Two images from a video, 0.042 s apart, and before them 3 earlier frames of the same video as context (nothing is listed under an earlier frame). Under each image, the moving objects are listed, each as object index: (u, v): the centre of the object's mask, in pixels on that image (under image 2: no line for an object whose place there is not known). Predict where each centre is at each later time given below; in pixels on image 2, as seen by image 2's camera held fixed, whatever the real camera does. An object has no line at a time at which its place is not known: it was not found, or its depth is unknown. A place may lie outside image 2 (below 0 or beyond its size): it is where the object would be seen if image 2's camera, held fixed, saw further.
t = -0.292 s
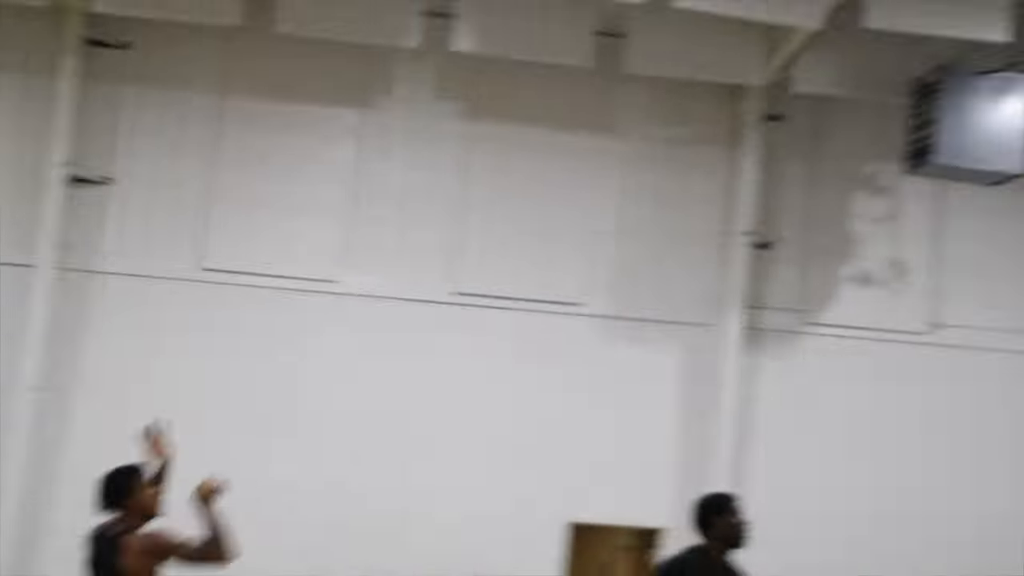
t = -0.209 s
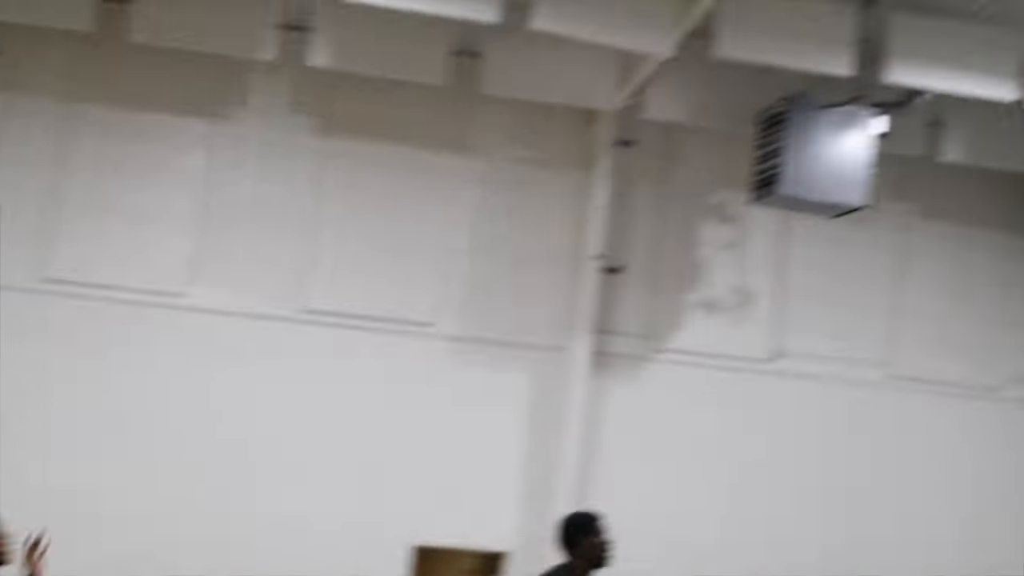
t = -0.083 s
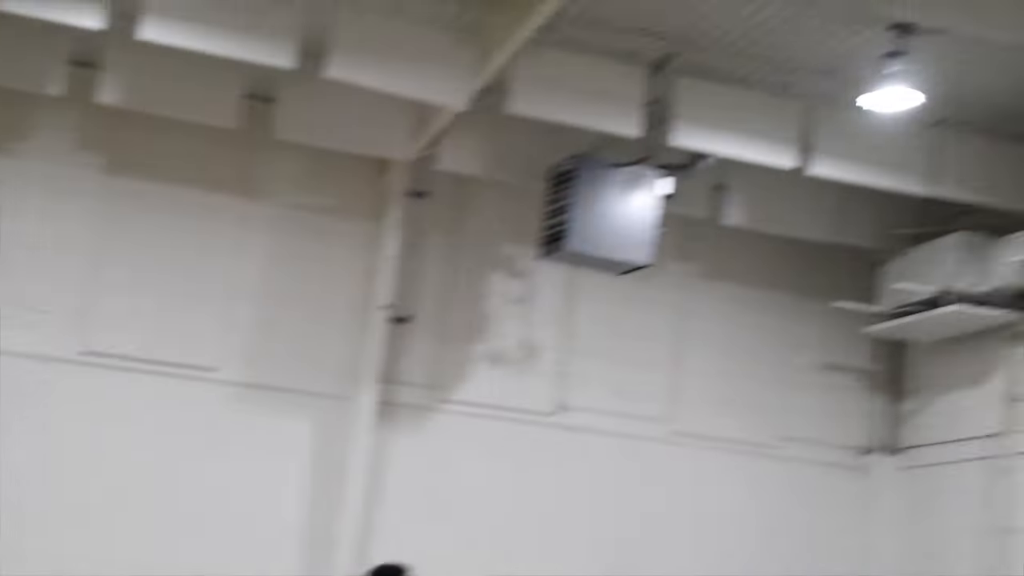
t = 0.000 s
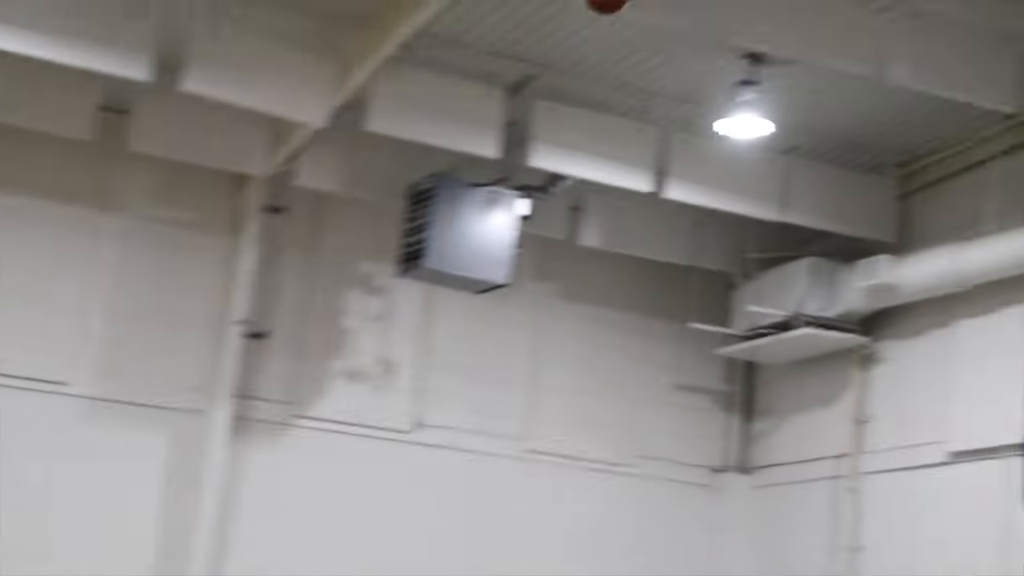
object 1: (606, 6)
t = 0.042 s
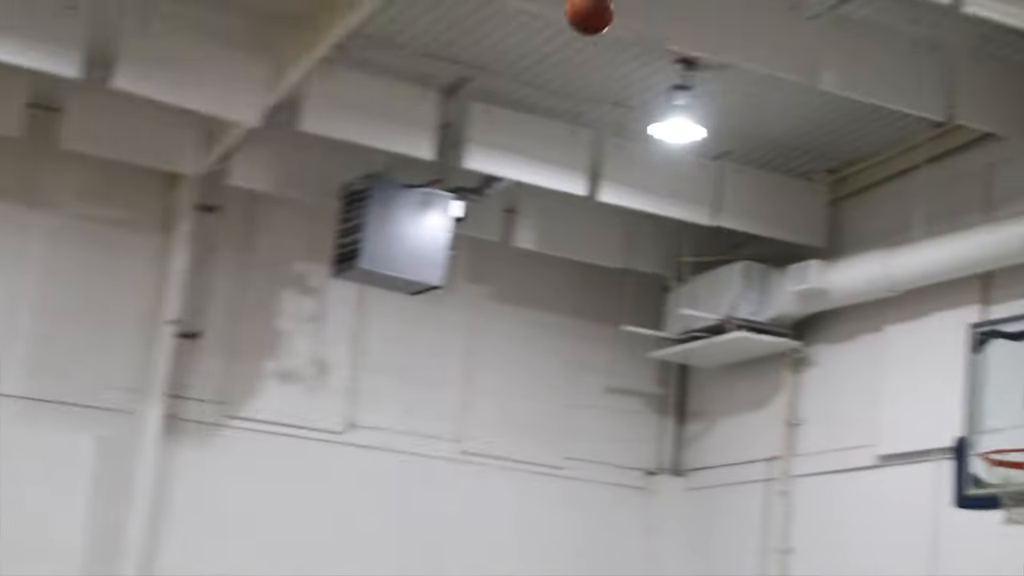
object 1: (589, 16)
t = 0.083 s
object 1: (623, 25)
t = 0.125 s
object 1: (670, 49)
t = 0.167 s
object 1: (699, 67)
